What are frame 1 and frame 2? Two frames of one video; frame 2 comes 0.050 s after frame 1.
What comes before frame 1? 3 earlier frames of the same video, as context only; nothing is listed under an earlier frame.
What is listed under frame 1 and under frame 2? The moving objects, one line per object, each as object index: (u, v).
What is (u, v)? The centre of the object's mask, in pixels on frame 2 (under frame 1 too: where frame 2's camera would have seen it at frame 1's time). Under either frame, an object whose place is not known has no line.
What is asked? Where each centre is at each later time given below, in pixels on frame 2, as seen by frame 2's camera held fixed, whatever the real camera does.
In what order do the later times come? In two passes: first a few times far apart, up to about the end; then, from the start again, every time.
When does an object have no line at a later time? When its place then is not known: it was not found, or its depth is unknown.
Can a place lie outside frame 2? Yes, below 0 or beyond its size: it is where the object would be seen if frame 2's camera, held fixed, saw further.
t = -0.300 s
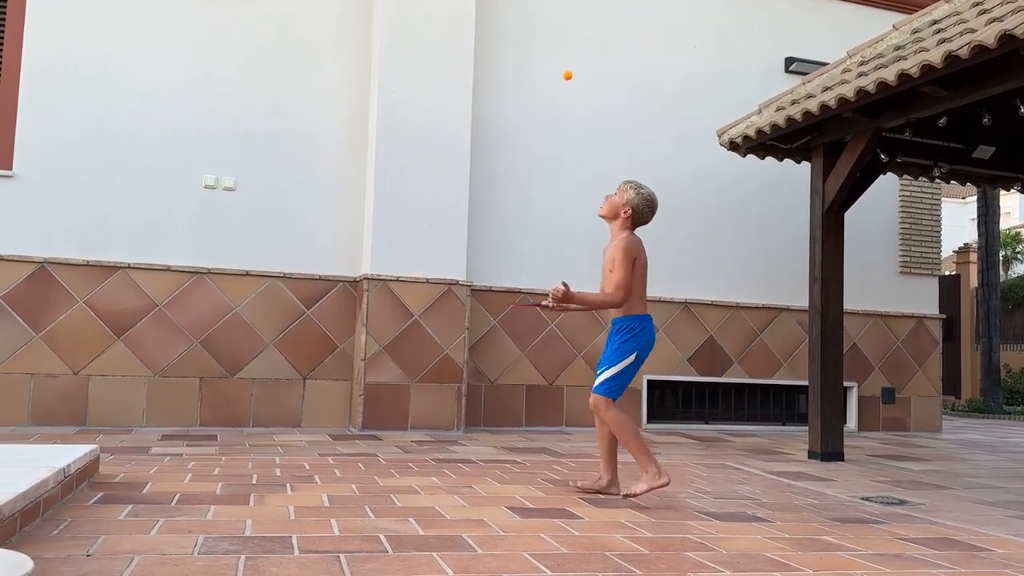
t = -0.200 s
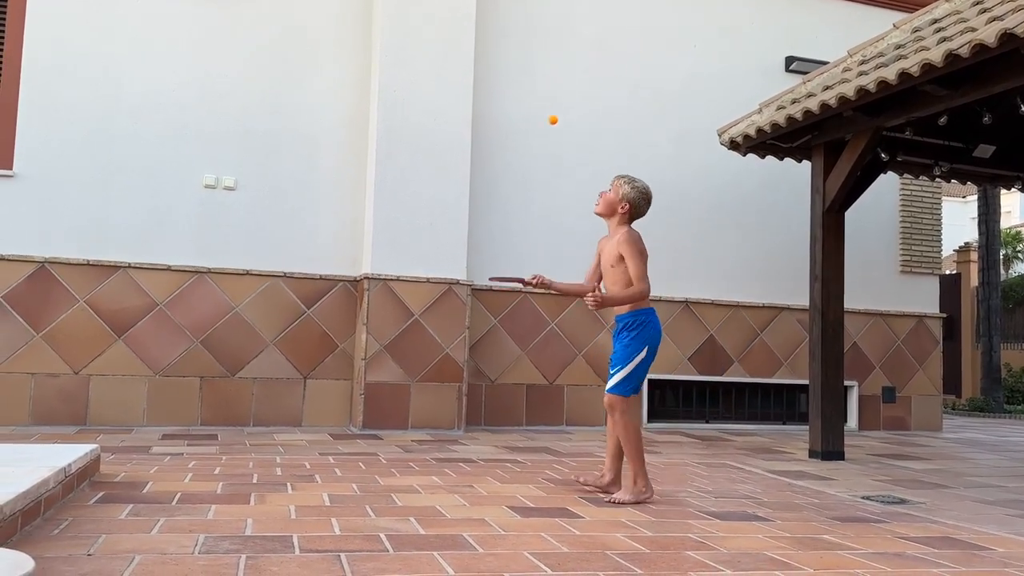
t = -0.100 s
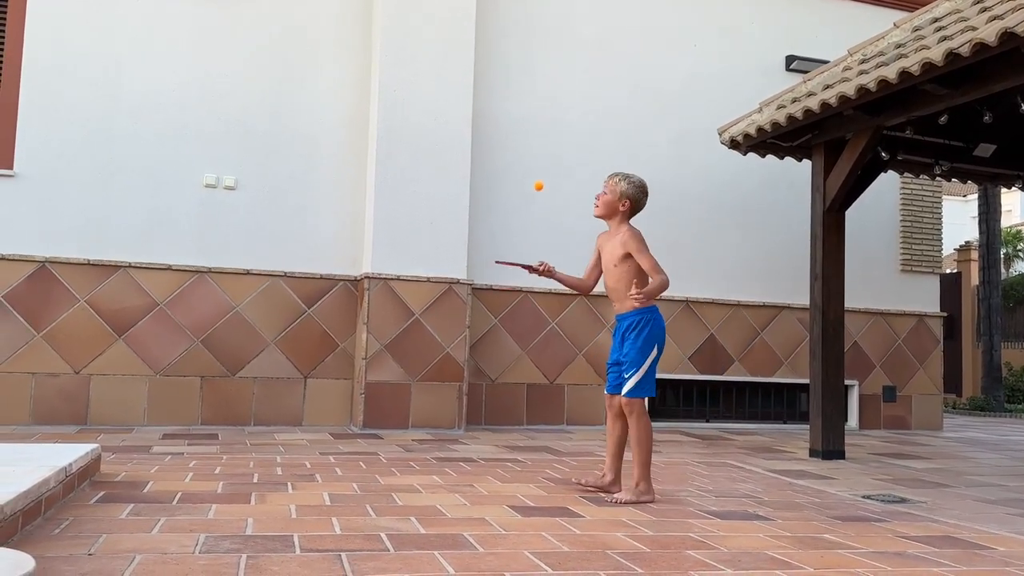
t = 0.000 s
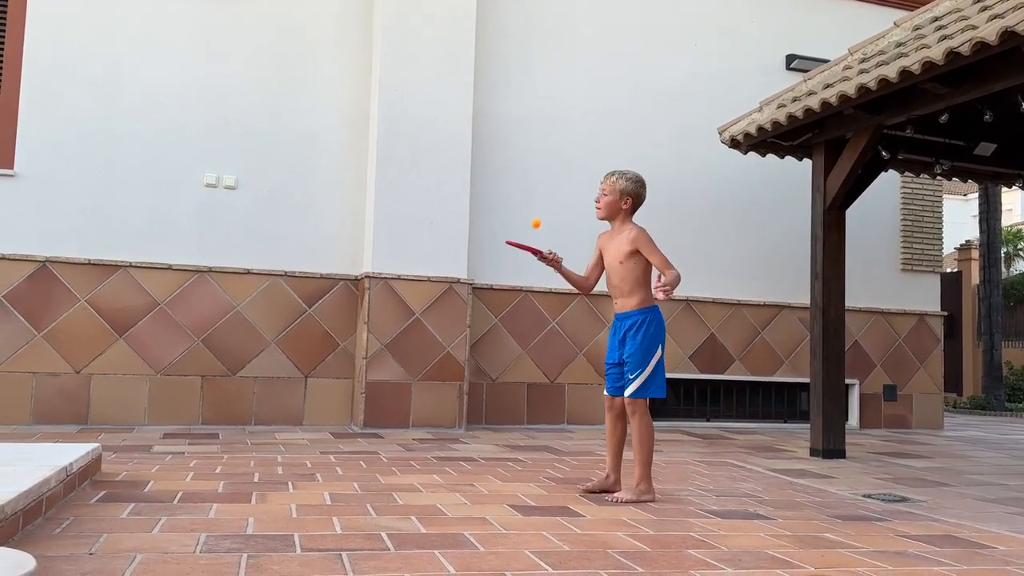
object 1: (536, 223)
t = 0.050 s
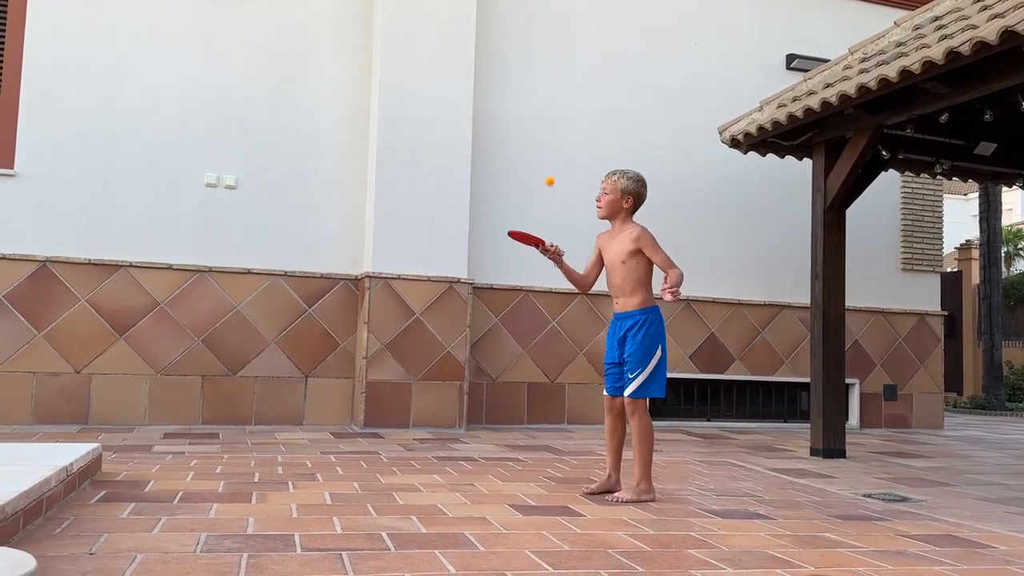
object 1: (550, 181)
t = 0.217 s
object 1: (594, 85)
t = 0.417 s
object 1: (646, 57)
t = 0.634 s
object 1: (700, 136)
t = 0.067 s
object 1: (554, 168)
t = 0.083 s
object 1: (559, 156)
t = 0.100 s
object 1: (563, 145)
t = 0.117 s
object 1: (567, 134)
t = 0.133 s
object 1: (572, 124)
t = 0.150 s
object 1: (576, 115)
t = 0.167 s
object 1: (581, 107)
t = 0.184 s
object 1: (585, 99)
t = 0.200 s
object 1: (590, 91)
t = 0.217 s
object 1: (594, 85)
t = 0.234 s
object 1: (598, 79)
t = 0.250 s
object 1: (603, 74)
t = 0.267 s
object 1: (607, 70)
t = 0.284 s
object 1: (612, 65)
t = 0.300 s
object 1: (616, 62)
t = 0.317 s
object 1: (620, 59)
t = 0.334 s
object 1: (624, 57)
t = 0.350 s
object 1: (629, 56)
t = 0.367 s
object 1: (633, 55)
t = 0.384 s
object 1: (637, 55)
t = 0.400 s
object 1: (642, 56)
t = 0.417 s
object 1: (646, 57)
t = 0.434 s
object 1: (650, 59)
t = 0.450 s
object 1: (654, 62)
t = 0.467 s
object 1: (659, 65)
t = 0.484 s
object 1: (663, 69)
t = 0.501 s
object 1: (667, 74)
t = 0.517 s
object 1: (671, 79)
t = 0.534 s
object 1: (675, 85)
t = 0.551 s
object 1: (680, 92)
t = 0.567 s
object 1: (683, 99)
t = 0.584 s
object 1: (687, 107)
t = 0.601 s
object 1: (692, 116)
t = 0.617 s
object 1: (696, 126)
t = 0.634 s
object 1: (700, 136)
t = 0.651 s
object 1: (704, 147)
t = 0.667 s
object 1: (708, 158)
